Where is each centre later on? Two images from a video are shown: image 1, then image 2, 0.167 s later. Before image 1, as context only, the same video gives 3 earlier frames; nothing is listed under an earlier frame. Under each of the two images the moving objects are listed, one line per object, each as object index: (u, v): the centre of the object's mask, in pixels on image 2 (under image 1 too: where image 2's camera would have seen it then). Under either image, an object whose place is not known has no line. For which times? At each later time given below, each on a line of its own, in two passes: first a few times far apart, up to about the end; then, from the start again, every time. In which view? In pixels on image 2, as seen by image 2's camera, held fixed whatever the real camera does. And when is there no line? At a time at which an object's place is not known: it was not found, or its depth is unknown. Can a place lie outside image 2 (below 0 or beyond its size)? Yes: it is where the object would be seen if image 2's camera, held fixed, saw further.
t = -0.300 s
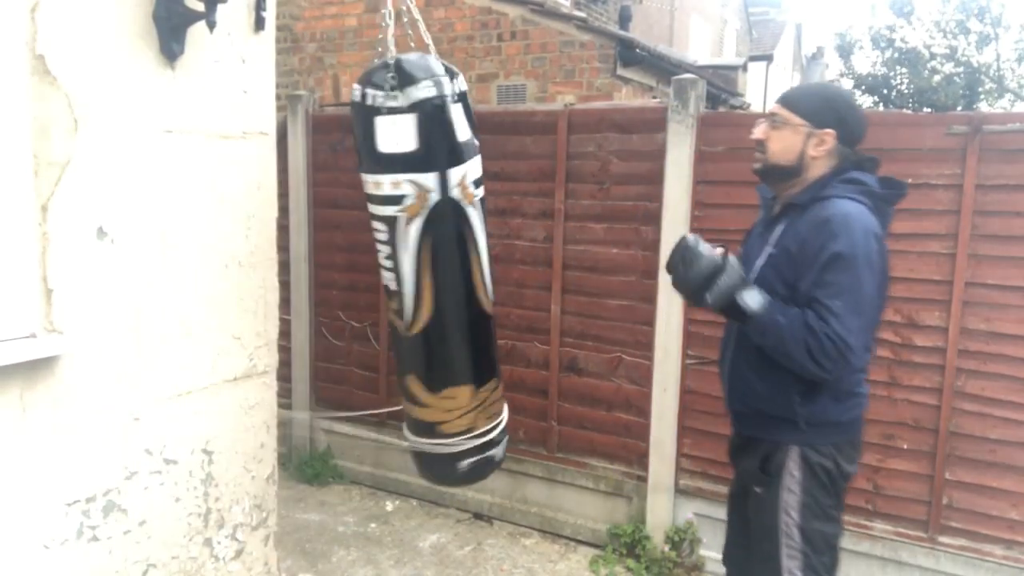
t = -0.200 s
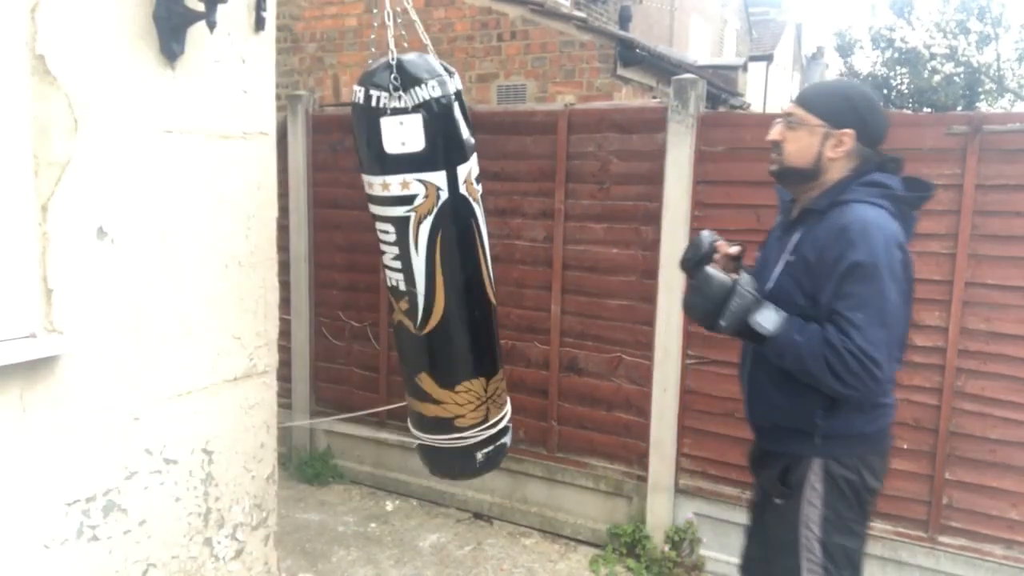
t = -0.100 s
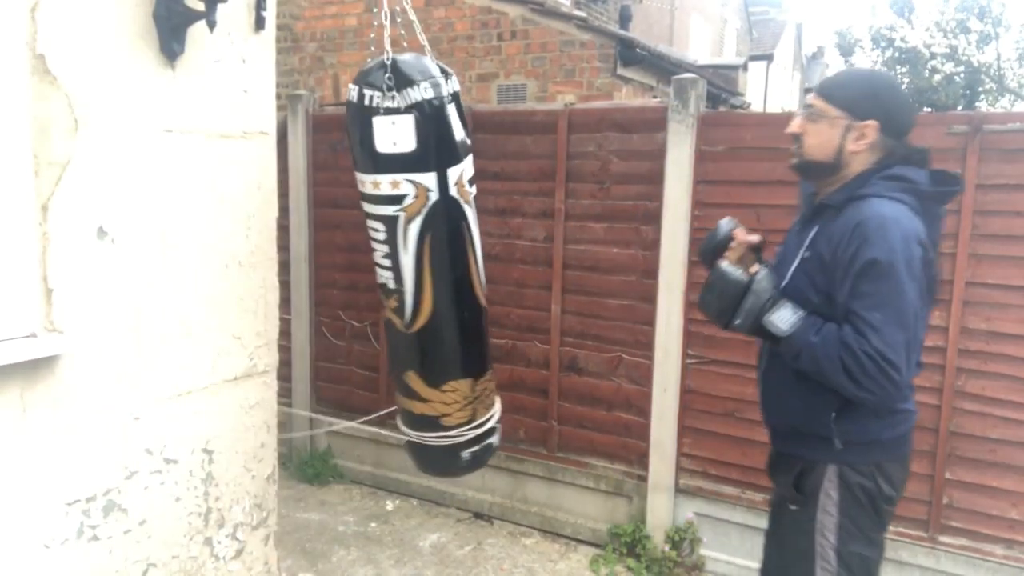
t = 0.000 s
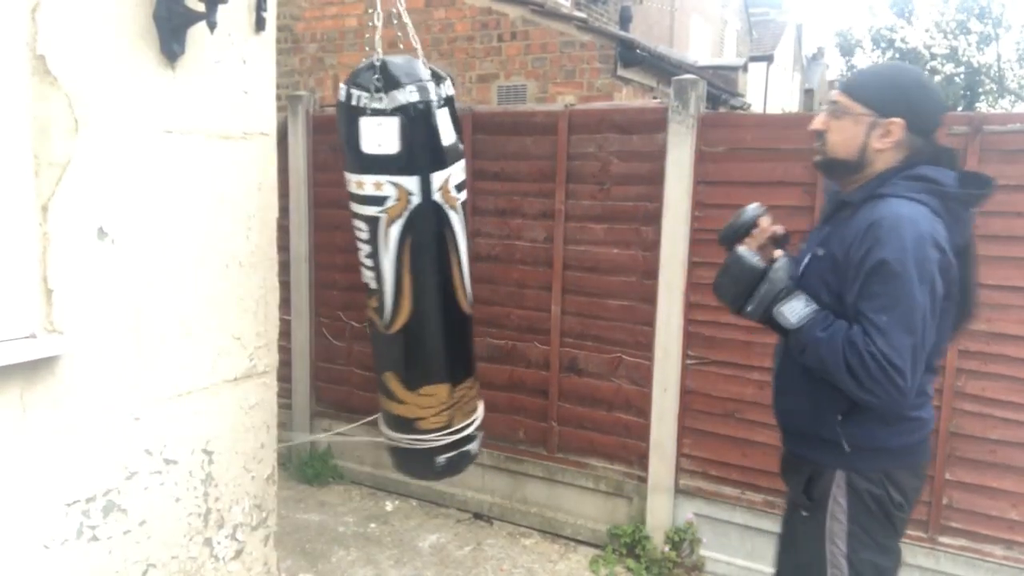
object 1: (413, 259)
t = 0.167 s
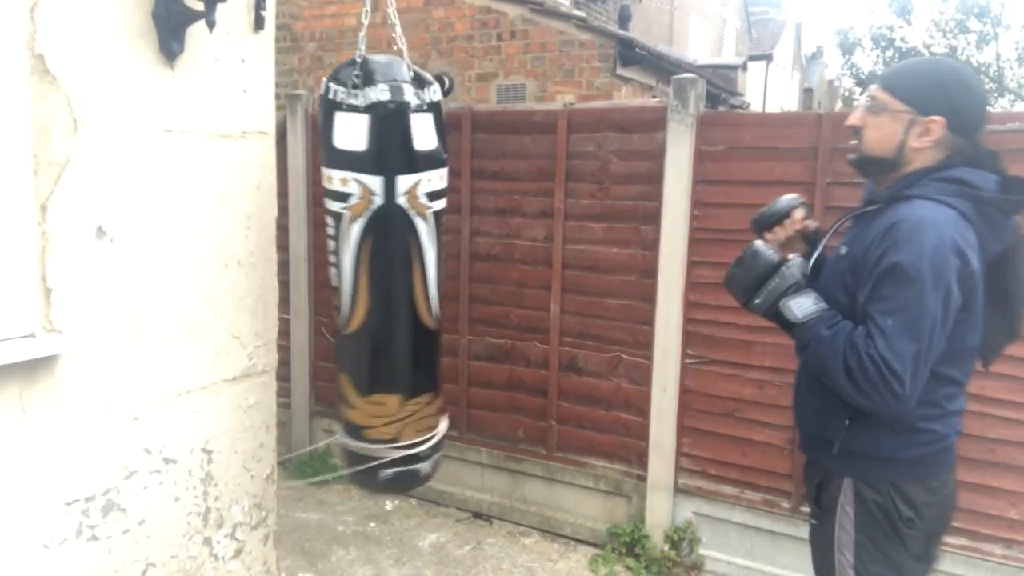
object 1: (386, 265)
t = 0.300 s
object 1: (361, 274)
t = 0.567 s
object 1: (315, 298)
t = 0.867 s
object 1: (308, 306)
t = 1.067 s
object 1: (326, 300)
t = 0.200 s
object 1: (380, 268)
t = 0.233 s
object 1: (374, 269)
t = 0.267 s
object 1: (368, 271)
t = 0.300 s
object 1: (361, 274)
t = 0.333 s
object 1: (355, 277)
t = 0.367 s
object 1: (347, 281)
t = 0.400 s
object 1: (342, 283)
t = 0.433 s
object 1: (336, 286)
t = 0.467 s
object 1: (330, 288)
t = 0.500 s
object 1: (324, 292)
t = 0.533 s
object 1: (319, 295)
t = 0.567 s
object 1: (315, 298)
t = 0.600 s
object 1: (310, 302)
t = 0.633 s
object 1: (307, 304)
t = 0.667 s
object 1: (304, 305)
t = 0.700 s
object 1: (303, 307)
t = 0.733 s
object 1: (303, 307)
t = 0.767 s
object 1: (304, 307)
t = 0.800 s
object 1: (305, 307)
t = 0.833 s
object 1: (306, 307)
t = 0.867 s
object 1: (308, 306)
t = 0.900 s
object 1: (310, 305)
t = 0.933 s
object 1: (312, 305)
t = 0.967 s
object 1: (315, 305)
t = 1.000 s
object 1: (318, 303)
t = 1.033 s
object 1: (322, 302)
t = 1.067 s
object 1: (326, 300)
